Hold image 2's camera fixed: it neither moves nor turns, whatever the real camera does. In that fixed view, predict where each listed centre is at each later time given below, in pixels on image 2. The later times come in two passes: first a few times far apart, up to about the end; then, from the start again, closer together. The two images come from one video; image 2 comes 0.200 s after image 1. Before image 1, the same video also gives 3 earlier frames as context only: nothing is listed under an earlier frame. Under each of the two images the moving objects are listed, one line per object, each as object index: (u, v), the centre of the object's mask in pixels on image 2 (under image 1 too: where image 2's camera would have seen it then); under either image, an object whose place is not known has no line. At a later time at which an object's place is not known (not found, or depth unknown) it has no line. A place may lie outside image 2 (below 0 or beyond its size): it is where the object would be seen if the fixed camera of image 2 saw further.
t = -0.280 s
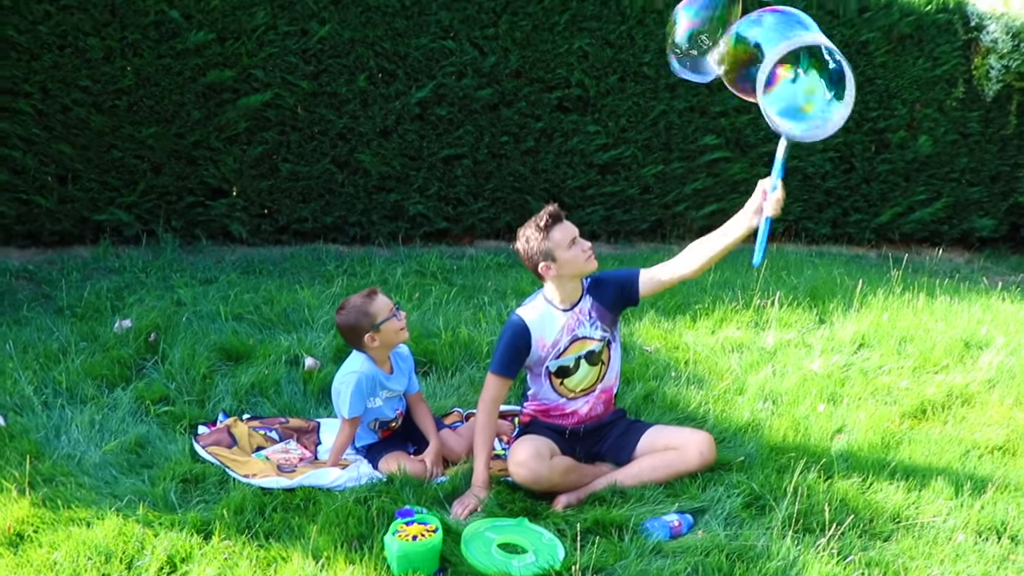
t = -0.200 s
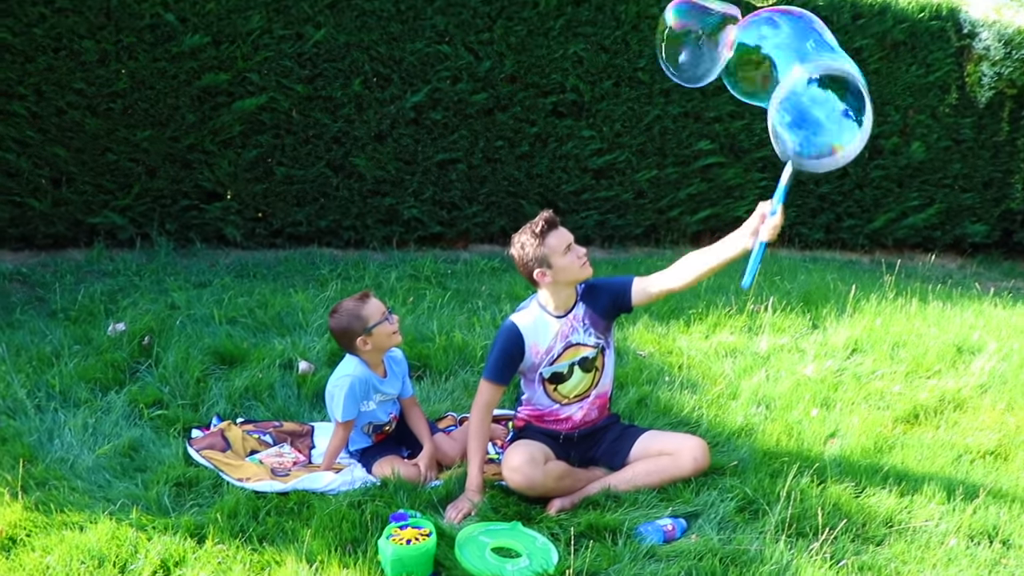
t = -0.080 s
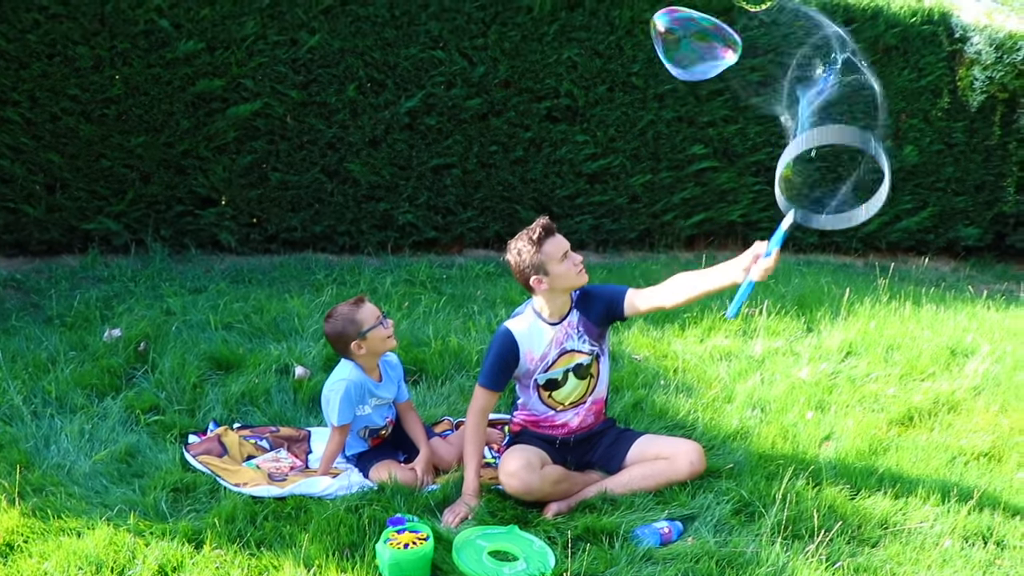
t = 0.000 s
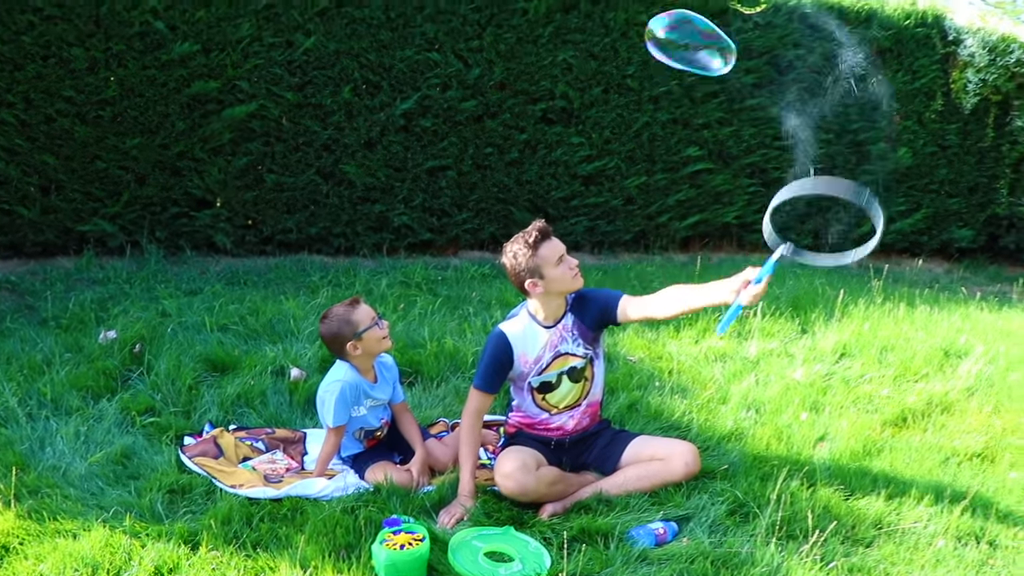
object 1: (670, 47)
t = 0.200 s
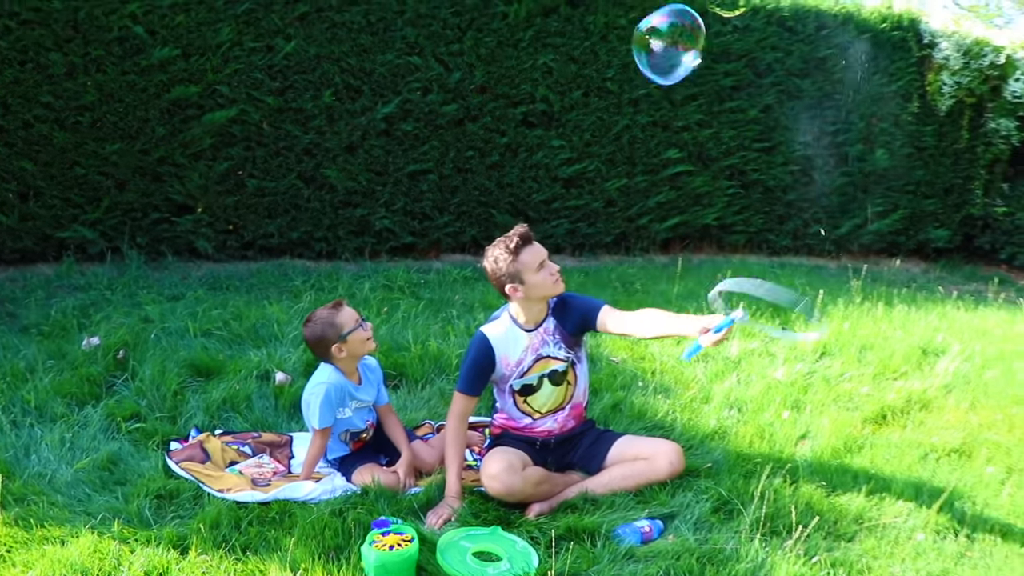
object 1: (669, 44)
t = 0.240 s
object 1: (670, 43)
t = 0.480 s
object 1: (669, 43)
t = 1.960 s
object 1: (699, 43)
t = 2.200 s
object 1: (704, 41)
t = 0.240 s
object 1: (670, 43)
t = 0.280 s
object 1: (671, 43)
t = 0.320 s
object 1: (672, 43)
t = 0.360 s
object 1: (672, 43)
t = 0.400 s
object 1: (672, 43)
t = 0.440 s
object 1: (670, 44)
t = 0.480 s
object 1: (669, 43)
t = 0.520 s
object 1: (669, 44)
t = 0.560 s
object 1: (670, 43)
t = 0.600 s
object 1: (672, 42)
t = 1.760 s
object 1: (694, 40)
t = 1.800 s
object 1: (695, 40)
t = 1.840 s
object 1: (696, 41)
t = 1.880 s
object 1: (697, 42)
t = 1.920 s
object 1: (698, 42)
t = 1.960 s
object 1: (699, 43)
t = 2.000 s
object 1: (700, 43)
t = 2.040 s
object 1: (701, 42)
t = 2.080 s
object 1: (702, 42)
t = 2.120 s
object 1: (702, 41)
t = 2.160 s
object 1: (703, 41)
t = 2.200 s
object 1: (704, 41)
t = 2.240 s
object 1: (705, 42)
